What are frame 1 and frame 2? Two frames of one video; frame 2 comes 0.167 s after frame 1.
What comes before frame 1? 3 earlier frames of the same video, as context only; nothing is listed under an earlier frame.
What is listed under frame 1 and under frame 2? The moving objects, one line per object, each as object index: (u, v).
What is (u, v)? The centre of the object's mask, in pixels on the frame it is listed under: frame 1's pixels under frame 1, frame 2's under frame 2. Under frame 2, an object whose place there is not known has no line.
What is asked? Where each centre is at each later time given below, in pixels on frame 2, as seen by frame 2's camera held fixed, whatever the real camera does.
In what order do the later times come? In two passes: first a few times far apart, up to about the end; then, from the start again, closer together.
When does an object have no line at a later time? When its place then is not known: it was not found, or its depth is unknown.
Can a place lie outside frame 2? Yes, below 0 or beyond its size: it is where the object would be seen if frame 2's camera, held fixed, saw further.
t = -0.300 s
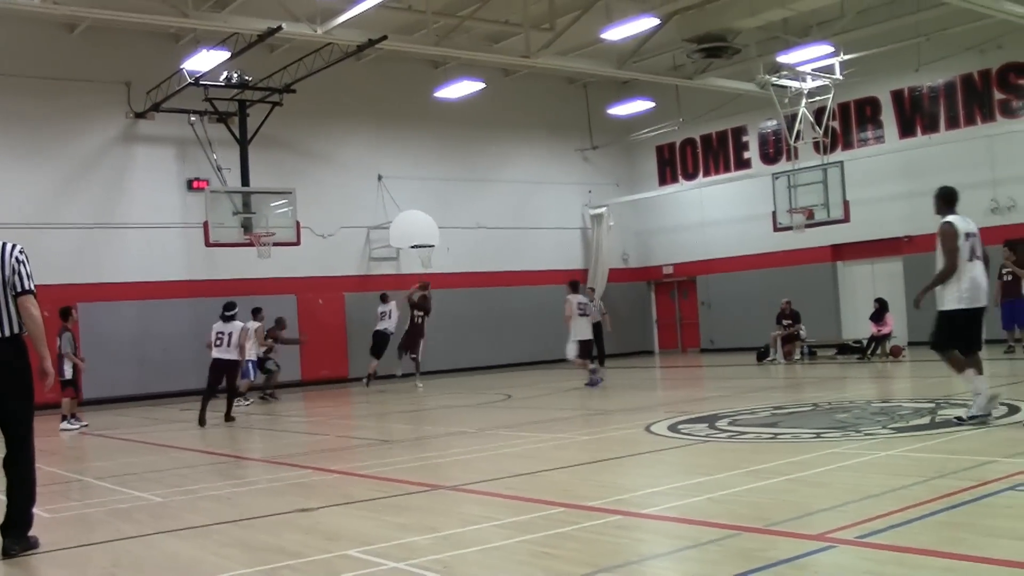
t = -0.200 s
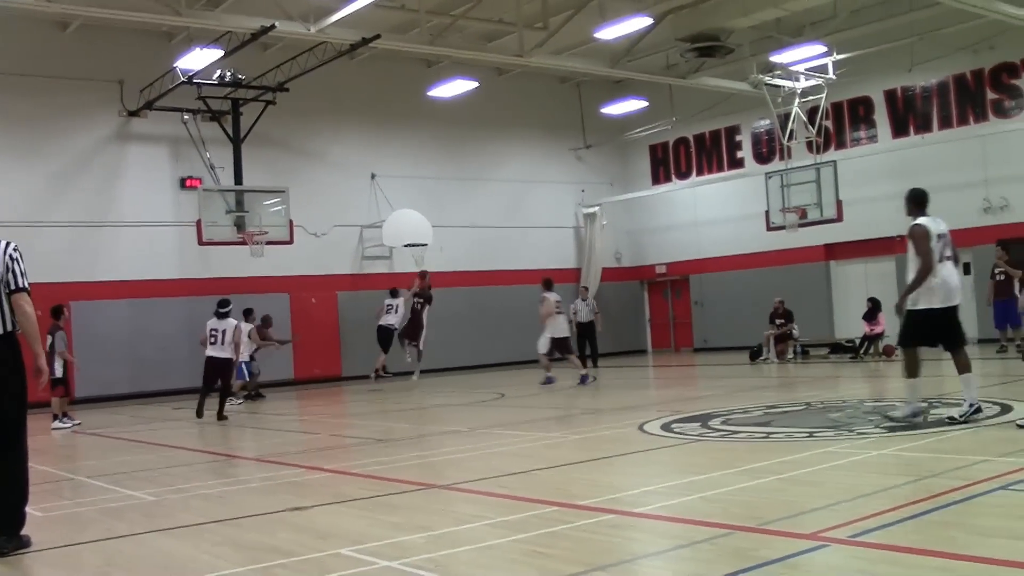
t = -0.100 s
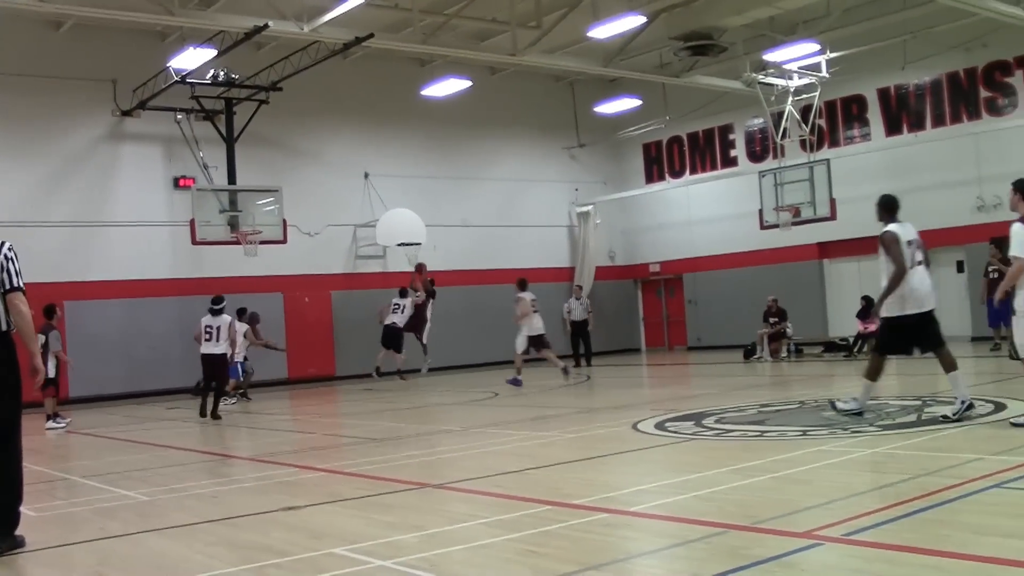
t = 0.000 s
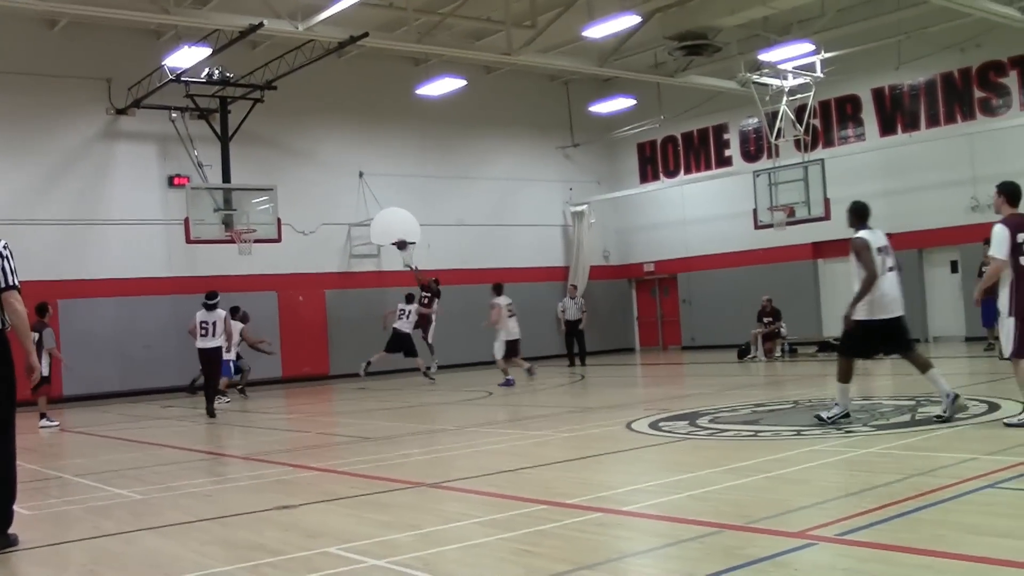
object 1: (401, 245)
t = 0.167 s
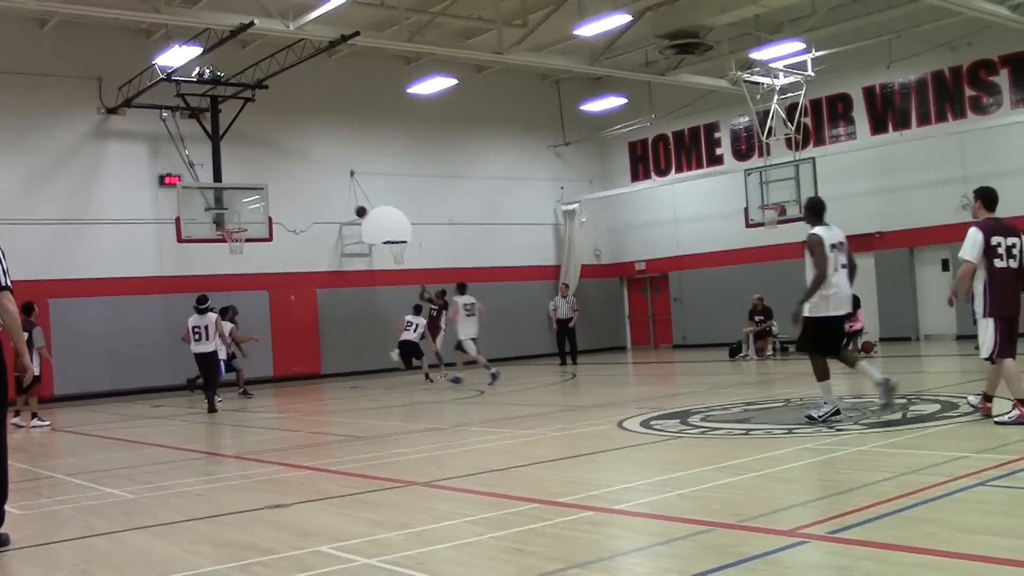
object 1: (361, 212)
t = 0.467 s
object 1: (305, 188)
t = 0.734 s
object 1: (259, 205)
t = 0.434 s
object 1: (311, 188)
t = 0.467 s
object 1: (305, 188)
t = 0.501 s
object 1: (299, 188)
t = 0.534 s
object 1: (293, 189)
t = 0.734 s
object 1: (259, 205)
